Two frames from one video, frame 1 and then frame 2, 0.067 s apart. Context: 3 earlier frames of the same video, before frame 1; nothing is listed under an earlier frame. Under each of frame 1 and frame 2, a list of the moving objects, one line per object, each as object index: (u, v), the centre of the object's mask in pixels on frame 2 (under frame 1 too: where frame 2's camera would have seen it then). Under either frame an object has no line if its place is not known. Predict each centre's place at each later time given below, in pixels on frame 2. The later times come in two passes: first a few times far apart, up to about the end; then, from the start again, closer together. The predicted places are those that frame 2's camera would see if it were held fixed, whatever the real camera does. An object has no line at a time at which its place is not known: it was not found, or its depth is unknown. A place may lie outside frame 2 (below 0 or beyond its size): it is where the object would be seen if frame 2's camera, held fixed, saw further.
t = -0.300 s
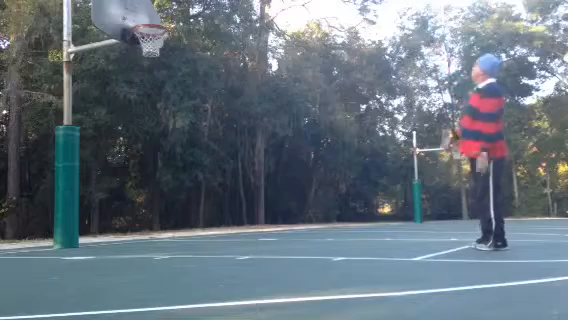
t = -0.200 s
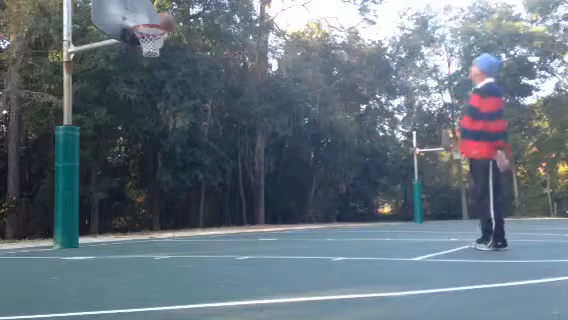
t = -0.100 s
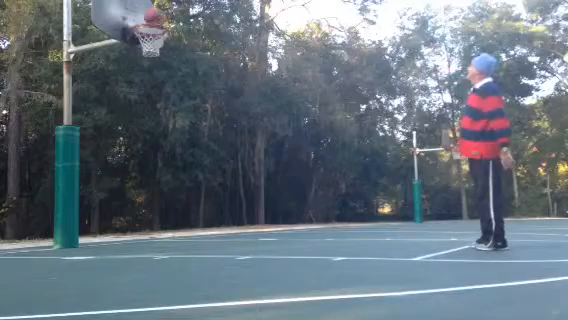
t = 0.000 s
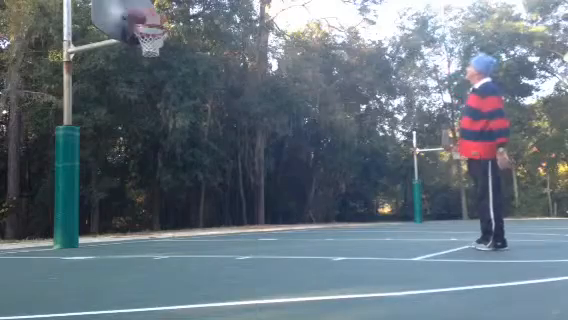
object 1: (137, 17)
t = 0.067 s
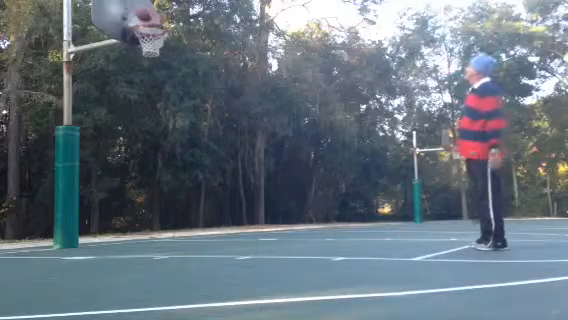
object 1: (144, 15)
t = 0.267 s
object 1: (160, 18)
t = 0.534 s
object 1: (159, 9)
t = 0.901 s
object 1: (148, 51)
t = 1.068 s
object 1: (146, 52)
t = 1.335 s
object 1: (150, 53)
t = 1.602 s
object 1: (150, 64)
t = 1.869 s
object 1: (152, 123)
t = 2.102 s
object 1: (154, 220)
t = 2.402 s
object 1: (157, 168)
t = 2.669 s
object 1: (159, 148)
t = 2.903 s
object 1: (161, 168)
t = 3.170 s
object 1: (164, 237)
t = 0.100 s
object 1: (148, 14)
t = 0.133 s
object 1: (152, 14)
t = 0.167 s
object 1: (155, 15)
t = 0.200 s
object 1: (158, 17)
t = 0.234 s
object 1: (160, 18)
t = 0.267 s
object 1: (160, 18)
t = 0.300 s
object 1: (160, 10)
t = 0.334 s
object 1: (160, 9)
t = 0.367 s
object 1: (160, 9)
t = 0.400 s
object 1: (159, 8)
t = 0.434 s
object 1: (160, 8)
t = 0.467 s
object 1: (160, 8)
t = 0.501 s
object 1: (160, 8)
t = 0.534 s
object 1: (159, 9)
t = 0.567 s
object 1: (158, 10)
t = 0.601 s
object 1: (156, 15)
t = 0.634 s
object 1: (156, 15)
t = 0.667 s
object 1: (158, 13)
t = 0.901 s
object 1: (148, 51)
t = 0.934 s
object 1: (144, 51)
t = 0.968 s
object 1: (145, 51)
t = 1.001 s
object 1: (145, 51)
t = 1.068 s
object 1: (146, 52)
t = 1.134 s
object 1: (151, 54)
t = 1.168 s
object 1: (151, 53)
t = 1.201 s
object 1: (151, 53)
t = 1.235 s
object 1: (150, 53)
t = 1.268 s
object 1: (150, 53)
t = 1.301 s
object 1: (150, 53)
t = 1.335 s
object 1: (150, 53)
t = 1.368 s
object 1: (150, 54)
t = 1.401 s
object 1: (150, 55)
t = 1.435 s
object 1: (150, 57)
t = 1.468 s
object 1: (150, 57)
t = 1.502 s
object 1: (150, 56)
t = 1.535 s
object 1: (150, 59)
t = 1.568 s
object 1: (151, 60)
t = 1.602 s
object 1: (150, 64)
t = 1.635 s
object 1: (151, 69)
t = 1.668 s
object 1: (151, 73)
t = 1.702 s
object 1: (151, 81)
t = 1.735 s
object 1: (151, 87)
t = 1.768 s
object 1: (151, 95)
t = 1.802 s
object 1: (152, 103)
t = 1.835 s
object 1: (152, 113)
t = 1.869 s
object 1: (152, 123)
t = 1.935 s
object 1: (153, 147)
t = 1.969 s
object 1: (153, 160)
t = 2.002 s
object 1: (154, 173)
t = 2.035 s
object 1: (154, 186)
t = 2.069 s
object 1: (154, 203)
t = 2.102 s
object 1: (154, 220)
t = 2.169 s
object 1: (154, 229)
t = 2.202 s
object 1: (154, 217)
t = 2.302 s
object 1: (155, 189)
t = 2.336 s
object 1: (156, 182)
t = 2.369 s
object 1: (156, 175)
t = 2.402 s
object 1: (157, 168)
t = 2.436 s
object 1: (157, 163)
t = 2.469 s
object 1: (157, 159)
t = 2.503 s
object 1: (158, 155)
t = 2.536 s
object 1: (158, 152)
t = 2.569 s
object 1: (158, 150)
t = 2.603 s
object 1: (159, 149)
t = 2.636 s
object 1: (159, 148)
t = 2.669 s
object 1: (159, 148)
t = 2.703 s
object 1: (159, 148)
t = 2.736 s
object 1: (160, 149)
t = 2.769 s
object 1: (160, 151)
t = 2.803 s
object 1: (160, 153)
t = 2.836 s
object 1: (160, 157)
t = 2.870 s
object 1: (161, 162)
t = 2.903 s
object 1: (161, 168)
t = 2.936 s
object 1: (161, 174)
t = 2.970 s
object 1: (161, 181)
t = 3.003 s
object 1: (162, 189)
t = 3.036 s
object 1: (162, 198)
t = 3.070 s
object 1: (162, 207)
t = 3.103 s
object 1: (162, 218)
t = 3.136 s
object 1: (162, 230)
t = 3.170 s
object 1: (164, 237)
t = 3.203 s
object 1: (163, 228)
